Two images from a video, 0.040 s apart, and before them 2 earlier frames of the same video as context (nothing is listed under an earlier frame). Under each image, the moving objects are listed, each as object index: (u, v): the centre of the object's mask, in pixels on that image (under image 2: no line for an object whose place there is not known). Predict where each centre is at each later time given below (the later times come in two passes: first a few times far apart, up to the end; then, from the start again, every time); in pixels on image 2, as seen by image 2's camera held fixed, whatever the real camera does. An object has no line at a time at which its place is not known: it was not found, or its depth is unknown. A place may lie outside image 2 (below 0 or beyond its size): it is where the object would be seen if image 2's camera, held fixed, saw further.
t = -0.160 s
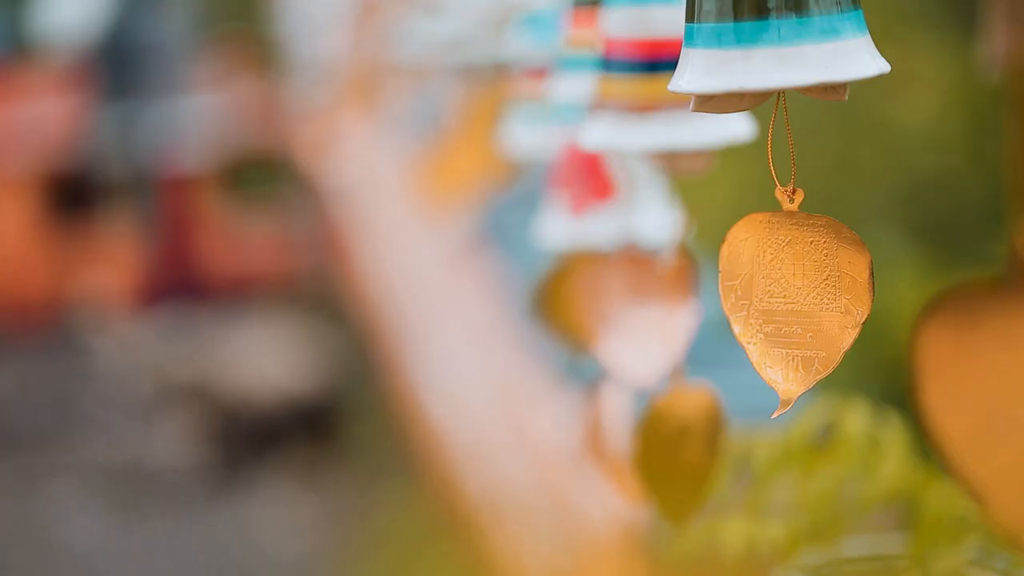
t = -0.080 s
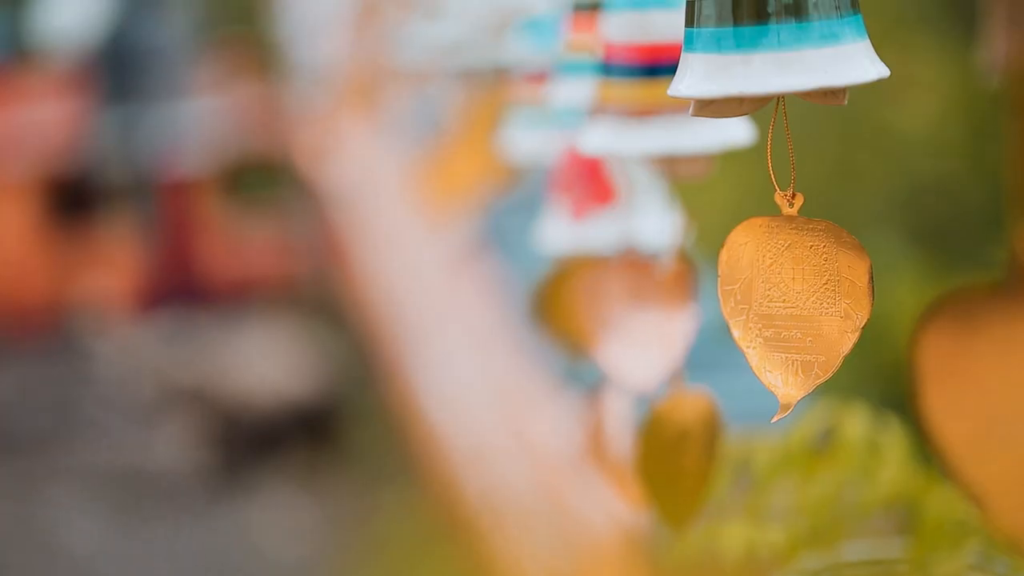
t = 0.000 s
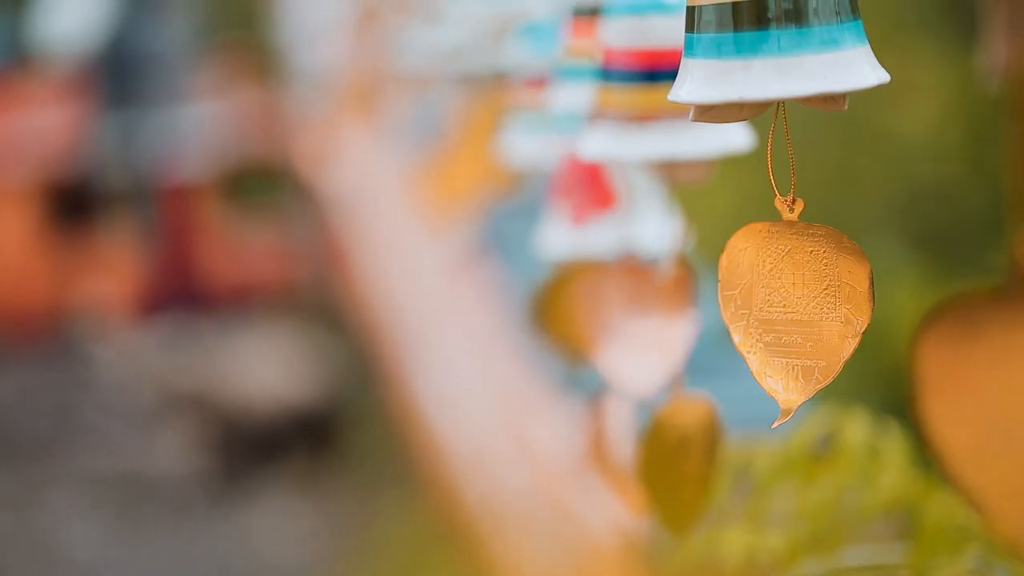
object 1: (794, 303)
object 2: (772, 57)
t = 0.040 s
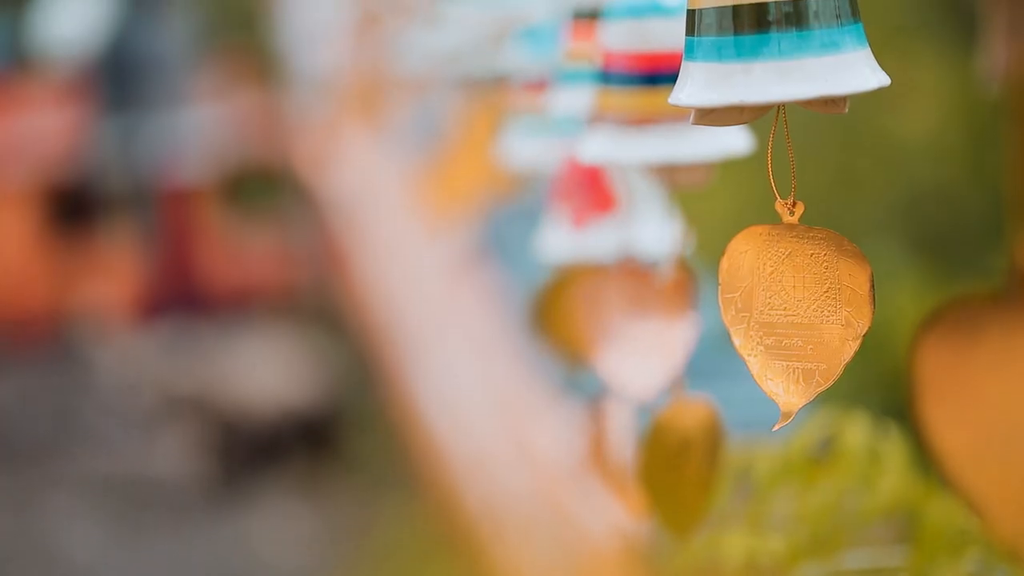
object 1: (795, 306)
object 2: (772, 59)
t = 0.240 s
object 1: (799, 306)
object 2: (775, 49)
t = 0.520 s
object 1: (800, 307)
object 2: (775, 35)
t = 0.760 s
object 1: (794, 308)
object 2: (773, 20)
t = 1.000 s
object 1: (796, 308)
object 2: (773, 10)
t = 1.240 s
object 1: (799, 309)
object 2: (775, 11)
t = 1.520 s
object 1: (794, 309)
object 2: (774, 11)
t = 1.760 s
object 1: (789, 304)
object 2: (772, 11)
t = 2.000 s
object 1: (791, 298)
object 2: (775, 10)
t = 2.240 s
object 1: (793, 293)
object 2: (777, 10)
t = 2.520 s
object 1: (787, 288)
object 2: (773, 11)
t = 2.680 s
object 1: (786, 286)
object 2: (772, 11)
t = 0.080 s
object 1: (795, 306)
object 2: (773, 57)
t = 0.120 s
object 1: (796, 305)
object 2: (773, 55)
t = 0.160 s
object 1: (797, 305)
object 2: (774, 53)
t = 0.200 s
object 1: (799, 305)
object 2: (775, 51)
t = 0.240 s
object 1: (799, 306)
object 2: (775, 49)
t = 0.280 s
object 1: (800, 306)
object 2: (776, 47)
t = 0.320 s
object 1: (801, 306)
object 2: (776, 45)
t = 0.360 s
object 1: (801, 306)
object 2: (776, 43)
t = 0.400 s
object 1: (801, 306)
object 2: (776, 41)
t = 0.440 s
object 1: (801, 306)
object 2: (776, 39)
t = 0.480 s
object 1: (801, 307)
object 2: (776, 37)
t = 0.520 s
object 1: (800, 307)
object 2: (775, 35)
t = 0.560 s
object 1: (799, 307)
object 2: (775, 32)
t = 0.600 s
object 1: (798, 307)
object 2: (774, 30)
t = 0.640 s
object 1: (797, 308)
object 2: (774, 28)
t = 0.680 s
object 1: (796, 308)
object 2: (773, 25)
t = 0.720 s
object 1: (795, 308)
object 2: (773, 23)
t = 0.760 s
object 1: (794, 308)
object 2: (773, 20)
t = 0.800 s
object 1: (794, 309)
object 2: (772, 18)
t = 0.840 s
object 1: (794, 308)
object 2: (772, 15)
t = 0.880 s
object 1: (794, 308)
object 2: (772, 13)
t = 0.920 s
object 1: (794, 308)
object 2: (772, 11)
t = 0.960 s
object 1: (795, 308)
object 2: (773, 10)
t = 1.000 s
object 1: (796, 308)
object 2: (773, 10)
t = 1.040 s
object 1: (797, 308)
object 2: (774, 10)
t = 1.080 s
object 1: (798, 308)
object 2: (774, 10)
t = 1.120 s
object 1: (798, 308)
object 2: (774, 10)
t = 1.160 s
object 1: (799, 309)
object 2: (775, 11)
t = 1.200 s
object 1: (799, 308)
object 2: (775, 11)
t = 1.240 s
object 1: (799, 309)
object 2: (775, 11)
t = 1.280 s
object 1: (799, 309)
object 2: (775, 11)
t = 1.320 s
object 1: (799, 309)
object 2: (775, 11)
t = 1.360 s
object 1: (798, 309)
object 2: (775, 11)
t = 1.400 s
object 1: (797, 309)
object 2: (775, 12)
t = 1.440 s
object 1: (796, 309)
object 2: (775, 12)
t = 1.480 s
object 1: (795, 309)
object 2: (774, 11)
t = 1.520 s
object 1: (794, 309)
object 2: (774, 11)
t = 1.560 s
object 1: (792, 308)
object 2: (773, 12)
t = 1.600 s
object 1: (791, 308)
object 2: (773, 11)
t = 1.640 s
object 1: (790, 307)
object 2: (772, 11)
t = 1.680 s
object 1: (789, 306)
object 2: (772, 11)
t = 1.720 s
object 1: (789, 305)
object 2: (772, 11)
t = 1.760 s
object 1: (789, 304)
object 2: (772, 11)
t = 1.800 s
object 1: (789, 302)
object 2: (772, 11)
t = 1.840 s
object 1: (789, 301)
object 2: (773, 10)
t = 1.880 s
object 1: (790, 301)
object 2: (773, 10)
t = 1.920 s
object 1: (790, 300)
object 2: (773, 10)
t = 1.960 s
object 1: (791, 299)
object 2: (774, 10)
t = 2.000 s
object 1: (791, 298)
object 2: (775, 10)
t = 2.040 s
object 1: (792, 297)
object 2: (775, 10)
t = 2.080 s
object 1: (792, 296)
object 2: (776, 10)
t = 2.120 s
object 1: (793, 295)
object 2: (776, 10)
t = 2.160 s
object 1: (793, 294)
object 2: (776, 10)
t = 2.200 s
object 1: (793, 293)
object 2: (777, 10)
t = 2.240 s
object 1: (793, 293)
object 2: (777, 10)
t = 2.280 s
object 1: (793, 292)
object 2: (777, 10)
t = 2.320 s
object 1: (792, 291)
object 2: (776, 10)
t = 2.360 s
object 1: (791, 291)
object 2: (775, 11)
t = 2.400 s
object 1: (790, 290)
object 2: (775, 11)
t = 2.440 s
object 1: (789, 289)
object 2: (774, 11)
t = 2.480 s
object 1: (788, 289)
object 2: (773, 11)
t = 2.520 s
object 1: (787, 288)
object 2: (773, 11)
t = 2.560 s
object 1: (787, 287)
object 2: (773, 11)
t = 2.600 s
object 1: (787, 287)
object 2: (772, 11)
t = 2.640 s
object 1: (786, 286)
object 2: (772, 11)
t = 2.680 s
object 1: (786, 286)
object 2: (772, 11)
